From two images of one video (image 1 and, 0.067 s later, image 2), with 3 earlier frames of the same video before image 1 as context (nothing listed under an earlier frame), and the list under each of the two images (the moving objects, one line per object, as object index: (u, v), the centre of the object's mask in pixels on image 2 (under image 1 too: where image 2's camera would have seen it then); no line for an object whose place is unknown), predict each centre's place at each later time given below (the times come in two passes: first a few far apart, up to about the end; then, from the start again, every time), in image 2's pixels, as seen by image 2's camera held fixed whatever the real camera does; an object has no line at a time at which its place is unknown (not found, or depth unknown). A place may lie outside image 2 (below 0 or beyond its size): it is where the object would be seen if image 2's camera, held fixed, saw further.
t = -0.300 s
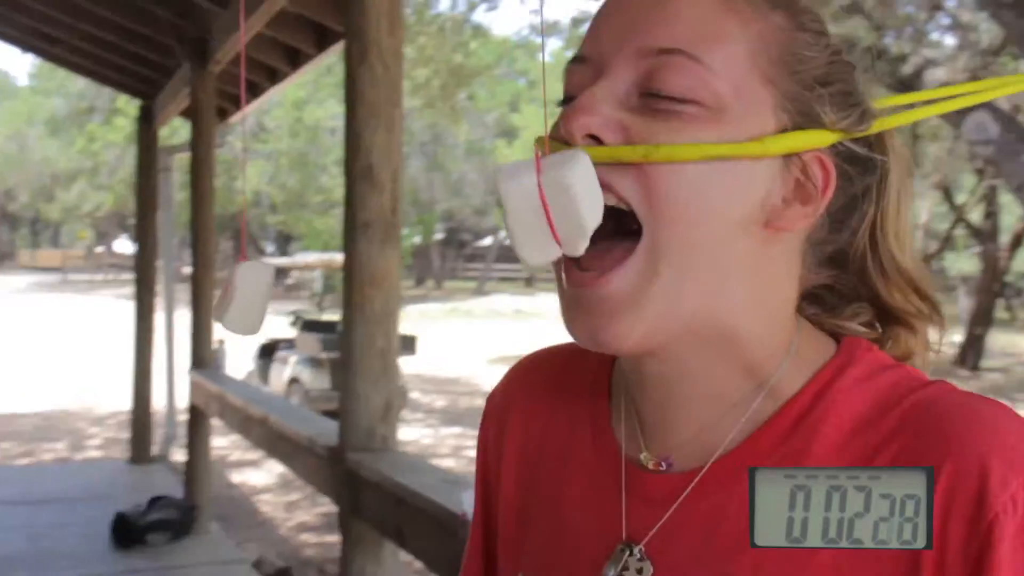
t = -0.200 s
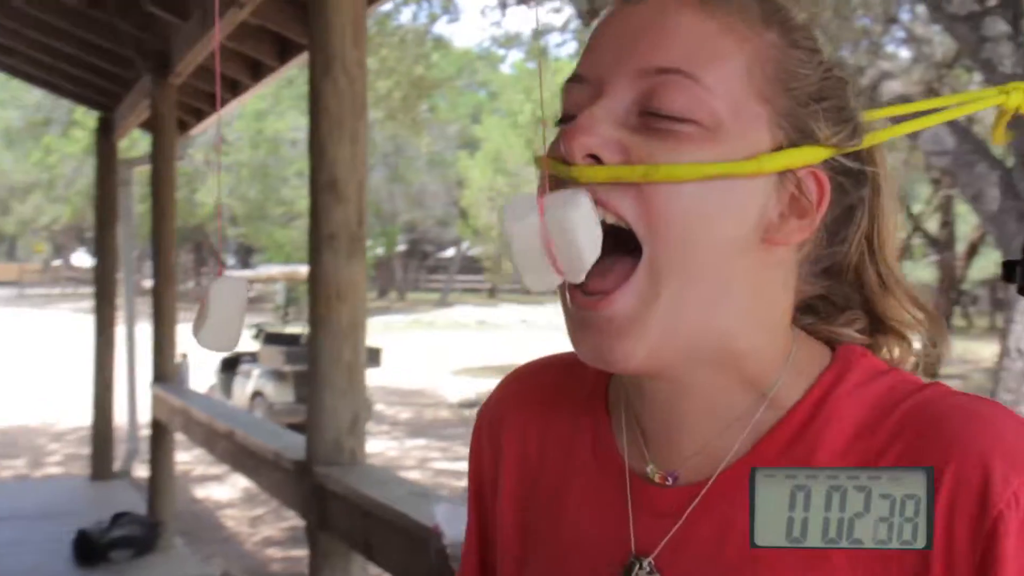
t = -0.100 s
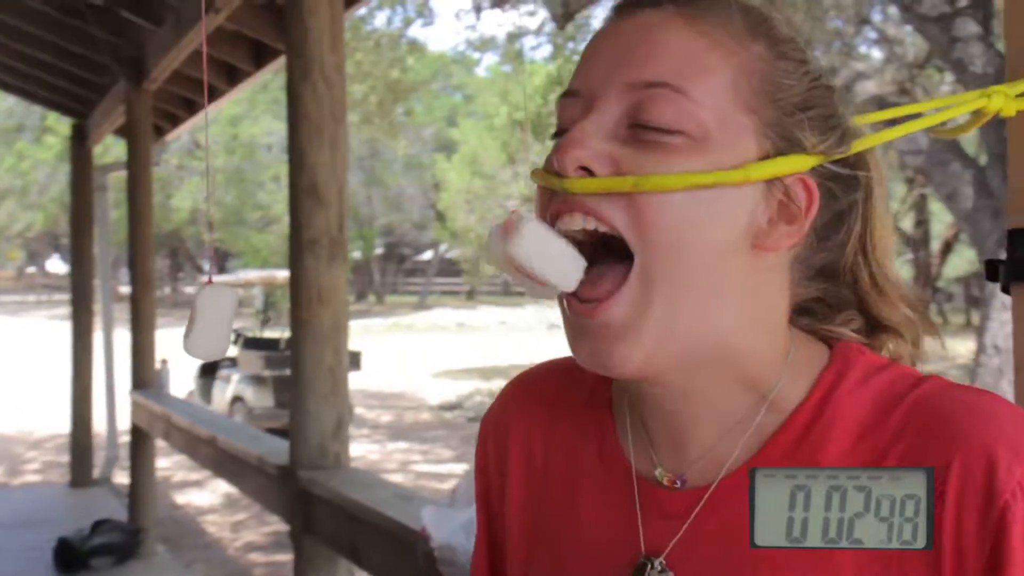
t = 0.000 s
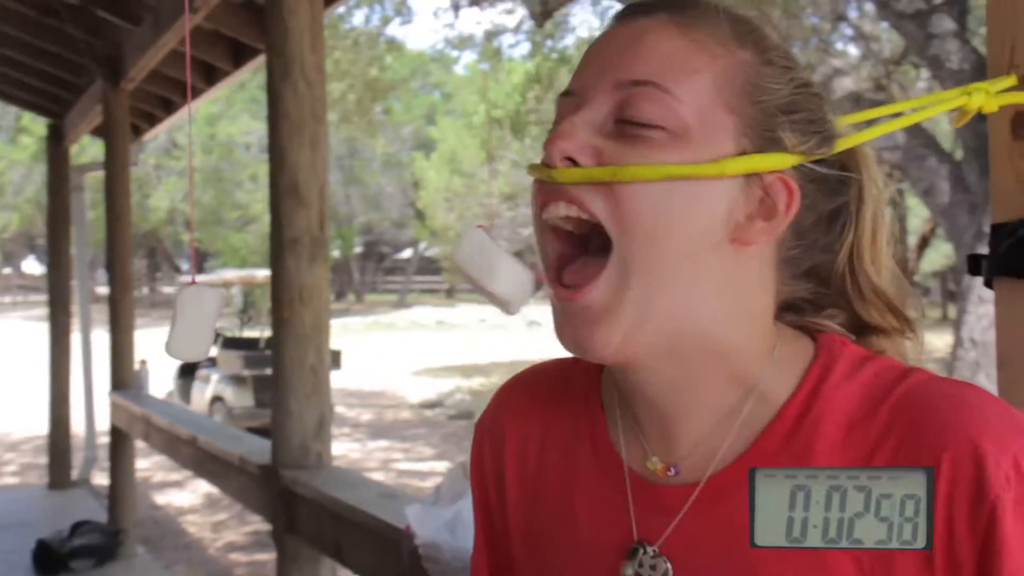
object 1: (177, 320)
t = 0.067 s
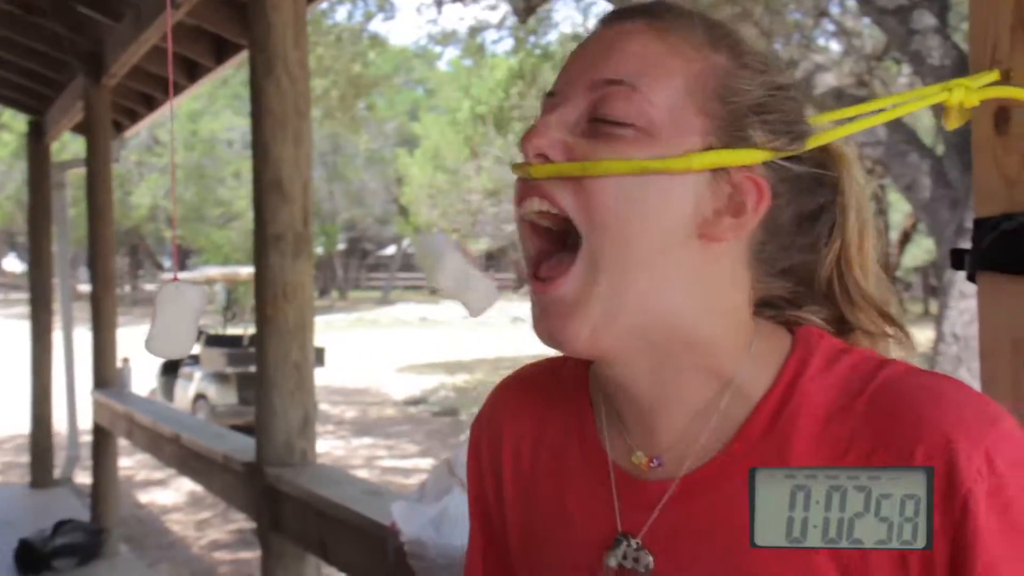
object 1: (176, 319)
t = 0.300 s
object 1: (160, 318)
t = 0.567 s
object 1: (138, 317)
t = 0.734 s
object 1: (132, 316)
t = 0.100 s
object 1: (174, 319)
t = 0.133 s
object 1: (173, 319)
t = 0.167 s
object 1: (170, 319)
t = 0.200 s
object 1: (167, 319)
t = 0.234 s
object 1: (165, 318)
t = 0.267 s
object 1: (162, 318)
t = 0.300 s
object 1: (160, 318)
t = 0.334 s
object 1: (157, 319)
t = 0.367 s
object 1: (154, 319)
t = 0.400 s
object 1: (151, 318)
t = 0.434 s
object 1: (149, 319)
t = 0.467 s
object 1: (146, 319)
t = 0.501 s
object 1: (143, 318)
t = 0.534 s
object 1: (140, 318)
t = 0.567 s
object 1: (138, 317)
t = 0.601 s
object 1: (136, 317)
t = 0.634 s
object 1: (135, 317)
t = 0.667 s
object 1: (134, 316)
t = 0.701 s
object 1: (133, 316)
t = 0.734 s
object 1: (132, 316)
